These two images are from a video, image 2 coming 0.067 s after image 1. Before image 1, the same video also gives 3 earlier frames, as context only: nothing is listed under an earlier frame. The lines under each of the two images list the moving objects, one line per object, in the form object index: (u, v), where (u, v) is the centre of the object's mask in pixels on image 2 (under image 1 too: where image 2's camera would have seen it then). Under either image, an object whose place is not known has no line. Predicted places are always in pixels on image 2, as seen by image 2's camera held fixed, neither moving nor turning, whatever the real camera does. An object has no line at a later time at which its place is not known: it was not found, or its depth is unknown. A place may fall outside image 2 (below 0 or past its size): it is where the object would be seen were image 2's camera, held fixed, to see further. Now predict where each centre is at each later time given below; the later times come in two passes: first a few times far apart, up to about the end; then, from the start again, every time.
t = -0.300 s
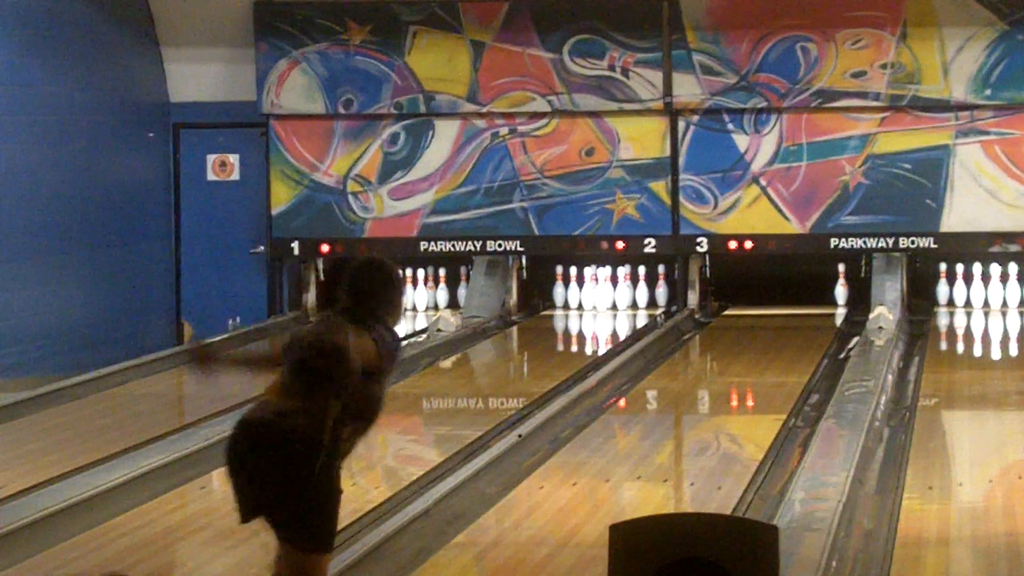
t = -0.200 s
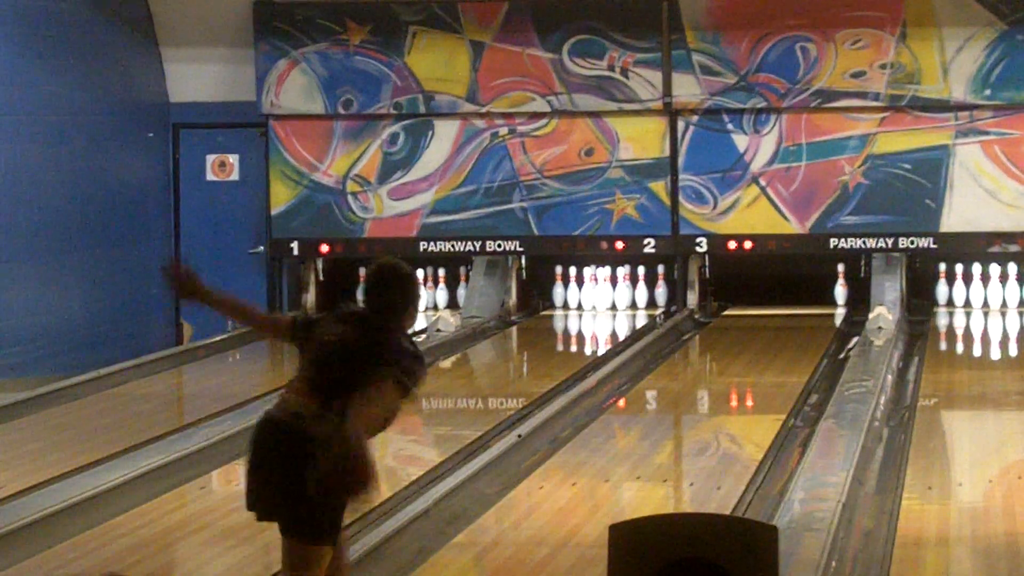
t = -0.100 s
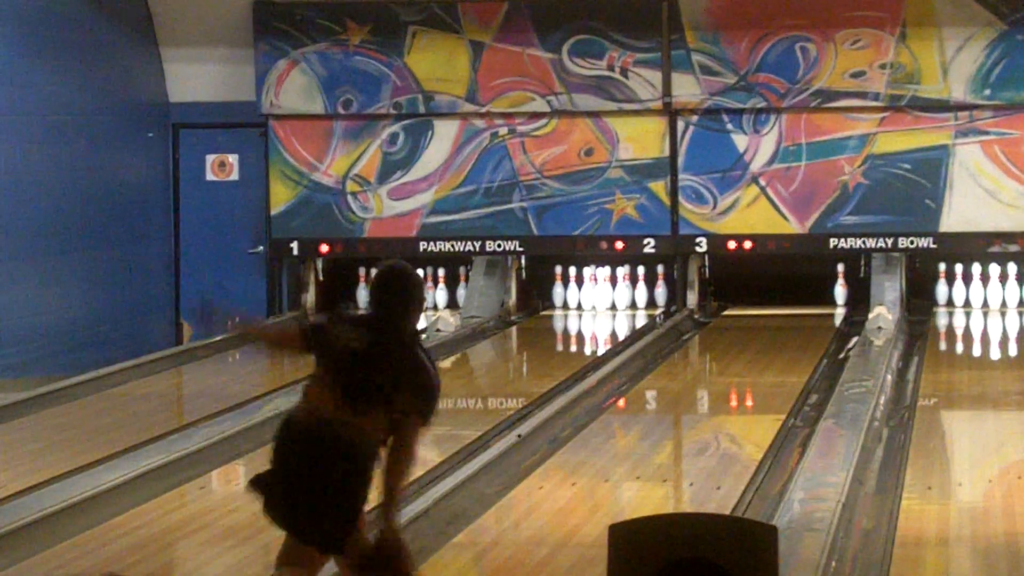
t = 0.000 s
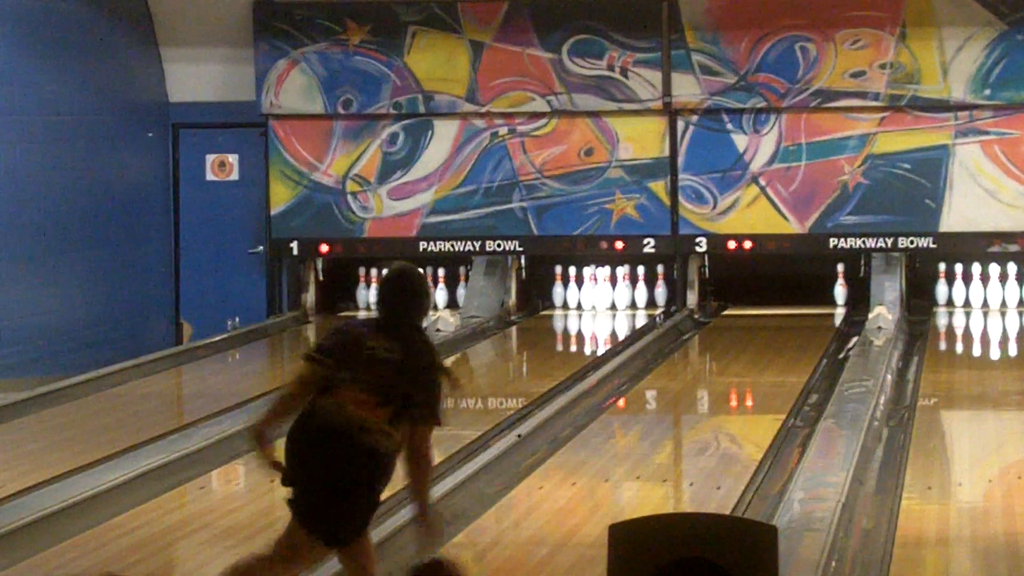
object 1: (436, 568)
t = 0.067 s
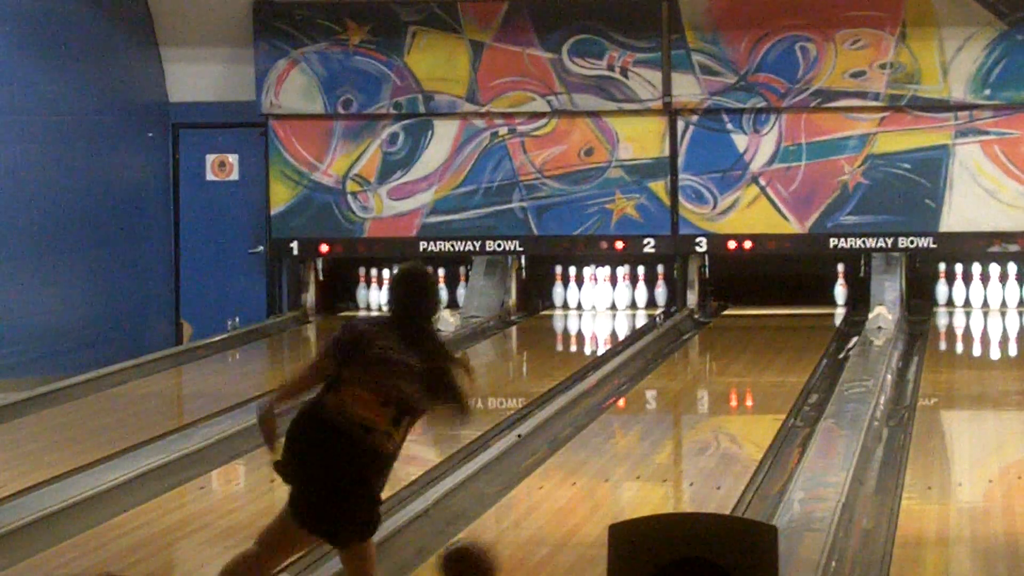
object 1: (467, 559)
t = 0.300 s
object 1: (556, 506)
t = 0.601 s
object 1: (637, 450)
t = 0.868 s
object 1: (692, 410)
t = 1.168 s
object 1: (739, 376)
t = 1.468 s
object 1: (776, 349)
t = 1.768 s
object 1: (805, 327)
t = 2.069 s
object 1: (827, 309)
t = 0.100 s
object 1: (483, 554)
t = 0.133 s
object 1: (497, 548)
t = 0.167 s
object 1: (509, 541)
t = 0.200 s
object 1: (521, 531)
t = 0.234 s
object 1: (533, 523)
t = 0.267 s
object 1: (545, 515)
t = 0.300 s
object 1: (556, 506)
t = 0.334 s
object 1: (567, 499)
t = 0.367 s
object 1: (578, 492)
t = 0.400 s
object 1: (588, 485)
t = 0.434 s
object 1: (596, 479)
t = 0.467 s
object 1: (606, 472)
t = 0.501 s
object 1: (614, 466)
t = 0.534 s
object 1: (623, 460)
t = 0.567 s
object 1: (630, 455)
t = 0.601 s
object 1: (637, 450)
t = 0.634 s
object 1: (645, 444)
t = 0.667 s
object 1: (652, 438)
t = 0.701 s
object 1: (660, 433)
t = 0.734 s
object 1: (667, 428)
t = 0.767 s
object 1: (674, 423)
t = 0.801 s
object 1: (679, 419)
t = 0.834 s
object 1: (685, 415)
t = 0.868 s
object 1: (692, 410)
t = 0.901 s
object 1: (698, 407)
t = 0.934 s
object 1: (704, 402)
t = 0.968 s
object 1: (709, 398)
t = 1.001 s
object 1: (715, 394)
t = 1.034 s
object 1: (720, 390)
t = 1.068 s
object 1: (724, 387)
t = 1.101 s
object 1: (730, 383)
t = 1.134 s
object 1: (735, 379)
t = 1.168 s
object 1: (739, 376)
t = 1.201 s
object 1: (744, 372)
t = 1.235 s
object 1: (749, 368)
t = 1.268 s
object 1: (753, 367)
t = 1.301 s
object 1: (757, 362)
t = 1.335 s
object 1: (761, 360)
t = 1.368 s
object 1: (764, 357)
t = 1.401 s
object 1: (770, 353)
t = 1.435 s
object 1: (772, 351)
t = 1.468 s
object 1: (776, 349)
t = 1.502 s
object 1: (780, 347)
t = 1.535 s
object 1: (783, 343)
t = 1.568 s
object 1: (787, 340)
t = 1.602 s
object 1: (790, 338)
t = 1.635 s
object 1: (794, 336)
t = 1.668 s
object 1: (796, 334)
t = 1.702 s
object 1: (800, 331)
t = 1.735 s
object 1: (802, 329)
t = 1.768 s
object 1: (805, 327)
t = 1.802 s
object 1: (808, 324)
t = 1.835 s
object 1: (811, 322)
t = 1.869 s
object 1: (814, 320)
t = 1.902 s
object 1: (817, 318)
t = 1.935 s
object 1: (820, 316)
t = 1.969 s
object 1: (822, 313)
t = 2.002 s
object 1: (823, 312)
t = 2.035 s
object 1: (826, 310)
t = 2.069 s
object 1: (827, 309)
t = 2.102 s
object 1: (830, 307)
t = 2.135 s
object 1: (833, 305)
